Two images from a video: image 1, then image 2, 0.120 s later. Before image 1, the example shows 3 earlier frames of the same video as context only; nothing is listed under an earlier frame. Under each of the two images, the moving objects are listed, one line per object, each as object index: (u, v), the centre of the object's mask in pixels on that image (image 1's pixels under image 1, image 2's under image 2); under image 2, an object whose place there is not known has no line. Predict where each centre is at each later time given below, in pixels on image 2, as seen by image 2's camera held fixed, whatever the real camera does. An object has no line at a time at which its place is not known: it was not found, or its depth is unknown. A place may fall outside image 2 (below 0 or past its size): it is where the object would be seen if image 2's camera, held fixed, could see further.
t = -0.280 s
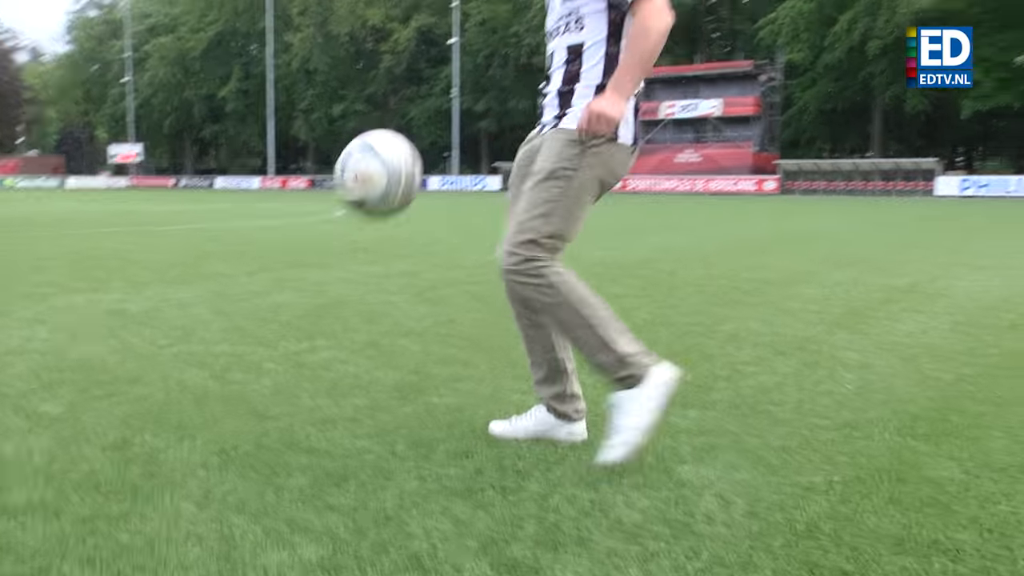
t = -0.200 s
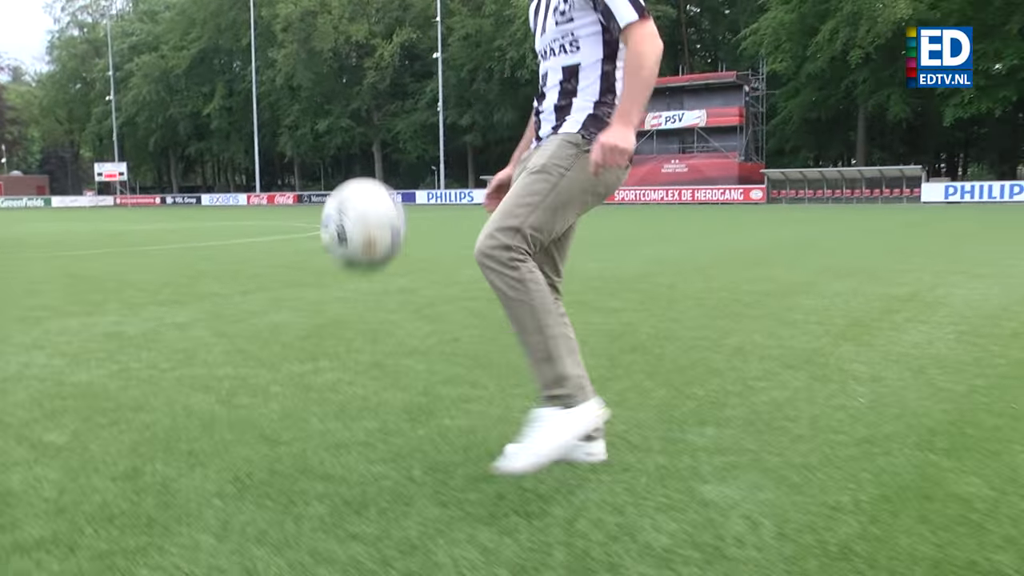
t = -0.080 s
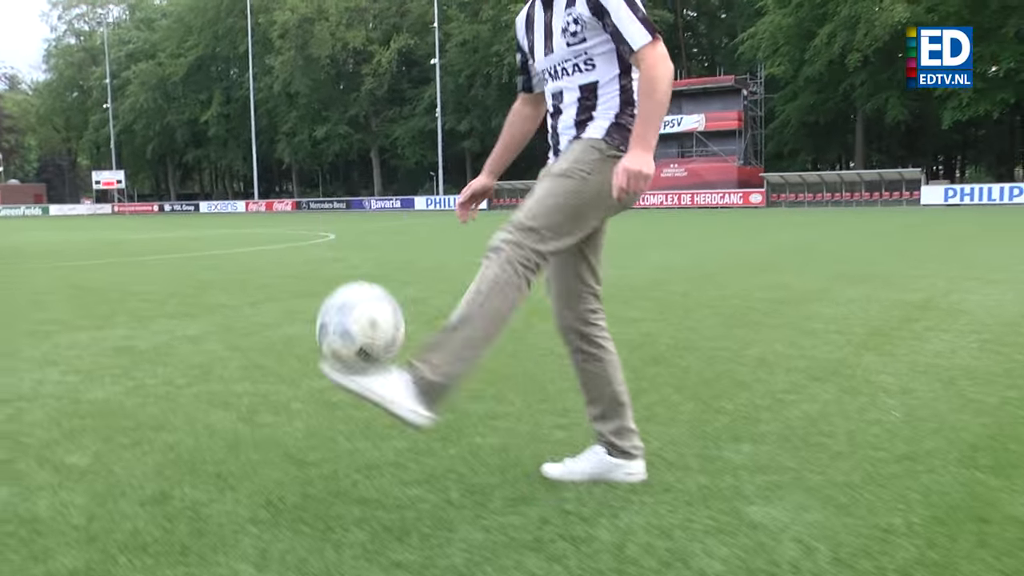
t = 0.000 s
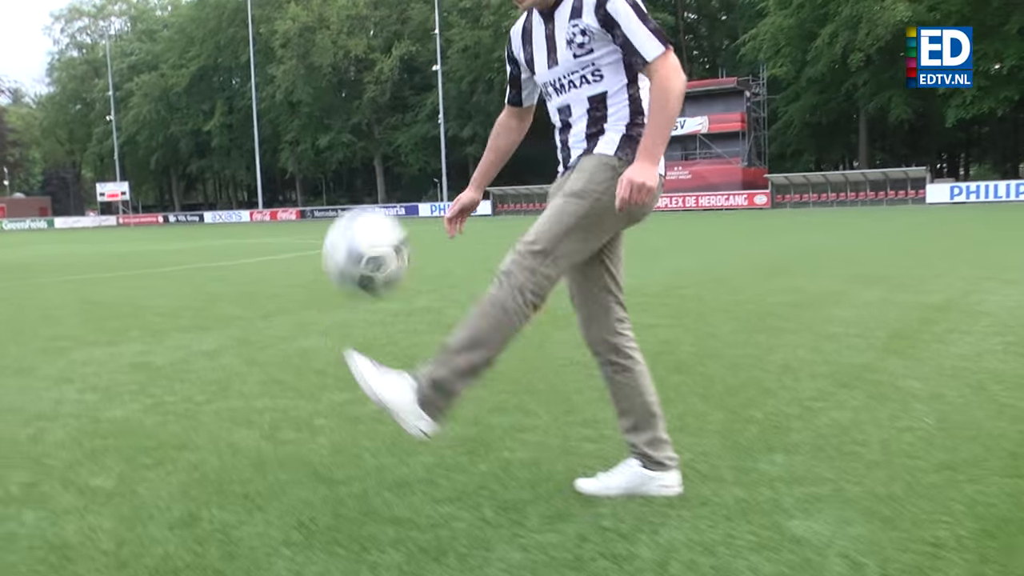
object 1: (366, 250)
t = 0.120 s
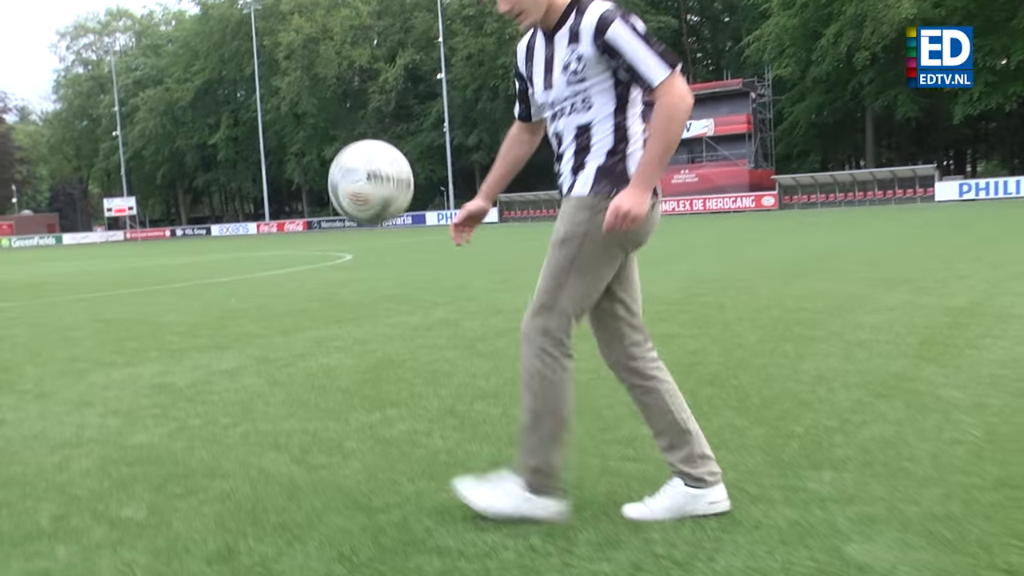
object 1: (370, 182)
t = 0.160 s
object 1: (364, 166)
